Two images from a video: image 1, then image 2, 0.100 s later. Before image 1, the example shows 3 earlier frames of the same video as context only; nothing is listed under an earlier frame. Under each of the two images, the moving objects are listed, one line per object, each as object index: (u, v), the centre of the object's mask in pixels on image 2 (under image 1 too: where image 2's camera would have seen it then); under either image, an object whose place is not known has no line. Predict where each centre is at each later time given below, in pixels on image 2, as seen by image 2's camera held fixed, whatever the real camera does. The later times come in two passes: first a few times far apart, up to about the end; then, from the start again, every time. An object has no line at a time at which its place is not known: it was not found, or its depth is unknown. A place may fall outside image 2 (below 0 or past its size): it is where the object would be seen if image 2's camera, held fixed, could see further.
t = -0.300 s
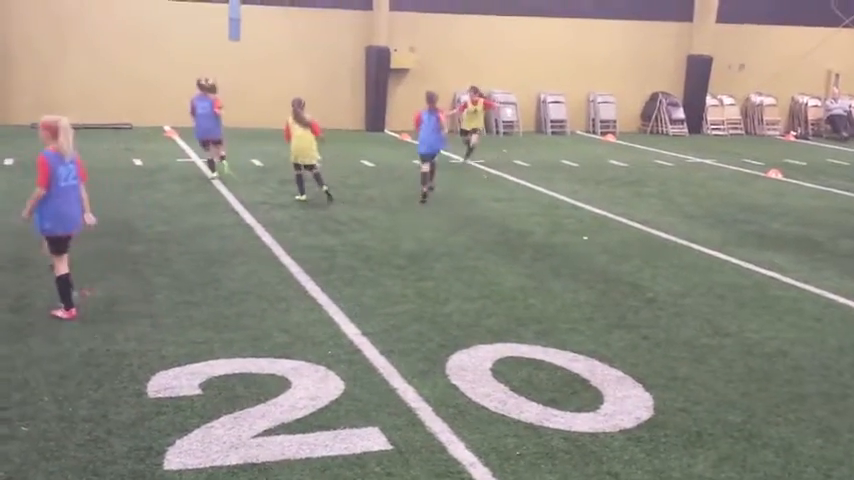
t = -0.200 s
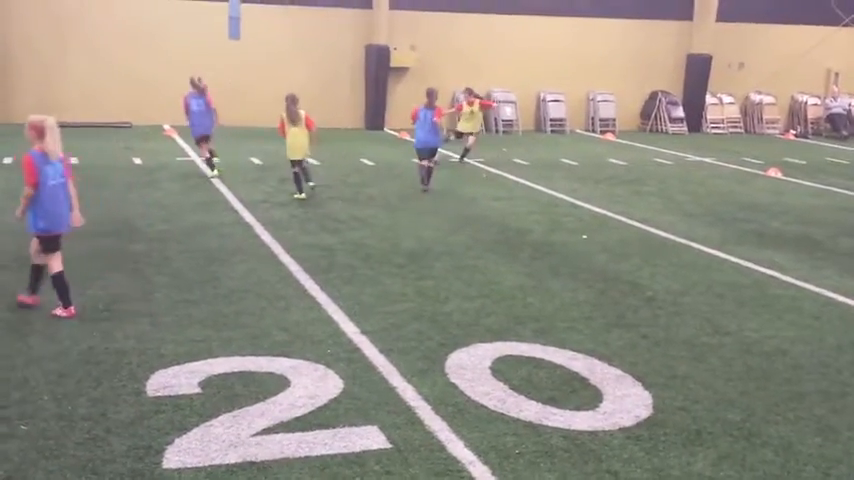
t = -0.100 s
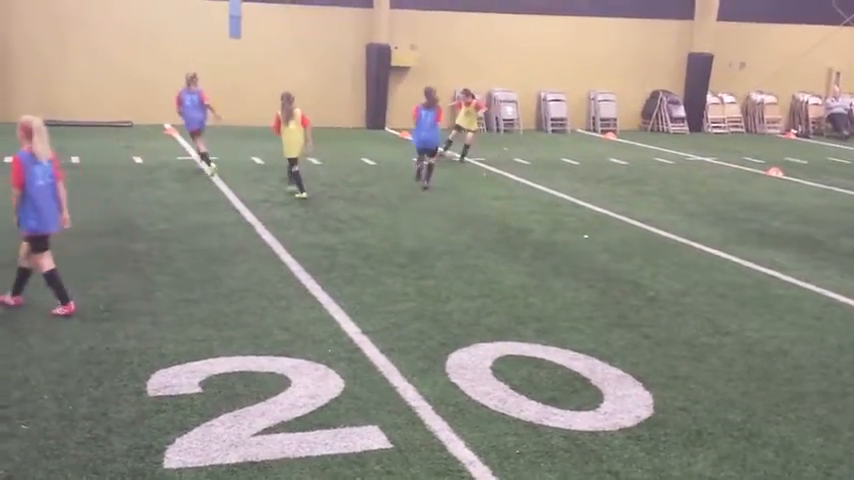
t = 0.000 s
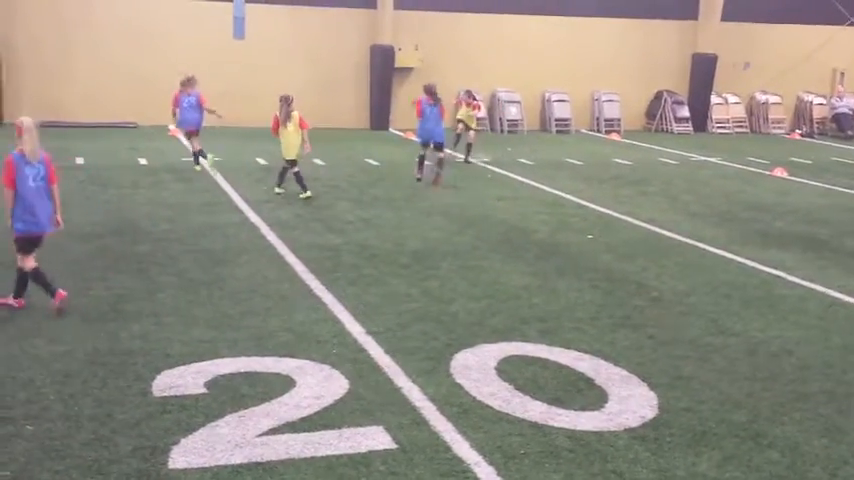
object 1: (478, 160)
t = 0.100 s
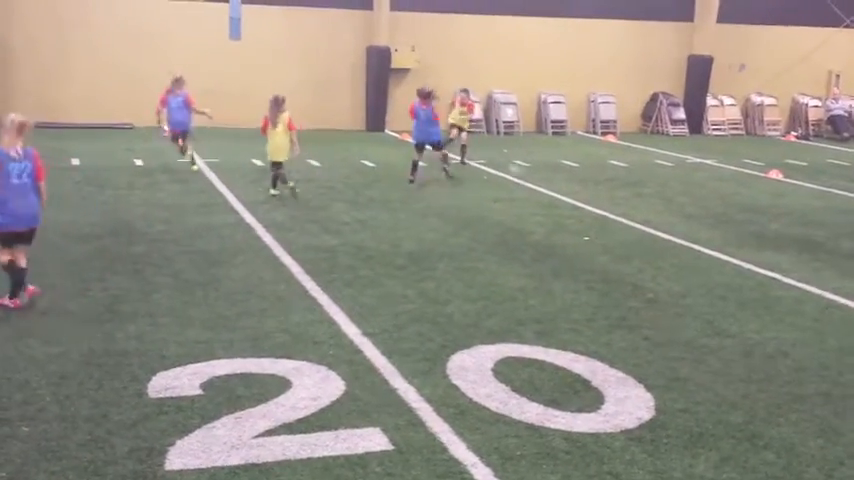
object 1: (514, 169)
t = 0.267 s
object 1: (572, 185)
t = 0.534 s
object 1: (664, 208)
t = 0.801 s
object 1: (758, 228)
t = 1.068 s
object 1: (865, 251)
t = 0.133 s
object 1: (529, 175)
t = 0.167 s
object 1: (539, 180)
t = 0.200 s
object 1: (549, 182)
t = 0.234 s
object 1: (561, 184)
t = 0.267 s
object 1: (572, 185)
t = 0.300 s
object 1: (585, 192)
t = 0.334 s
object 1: (596, 195)
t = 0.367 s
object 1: (608, 197)
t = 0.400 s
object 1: (620, 199)
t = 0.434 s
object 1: (630, 202)
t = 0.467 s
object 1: (642, 204)
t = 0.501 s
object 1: (653, 206)
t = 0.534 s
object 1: (664, 208)
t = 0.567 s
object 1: (676, 212)
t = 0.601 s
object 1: (687, 214)
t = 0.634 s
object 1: (698, 216)
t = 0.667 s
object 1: (710, 218)
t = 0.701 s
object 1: (721, 221)
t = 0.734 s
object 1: (733, 224)
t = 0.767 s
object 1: (745, 227)
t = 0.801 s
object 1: (758, 228)
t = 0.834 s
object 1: (769, 231)
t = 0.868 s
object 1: (783, 234)
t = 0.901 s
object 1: (795, 236)
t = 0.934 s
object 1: (808, 239)
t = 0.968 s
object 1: (822, 242)
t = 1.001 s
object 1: (837, 245)
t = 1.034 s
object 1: (850, 247)
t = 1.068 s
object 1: (865, 251)
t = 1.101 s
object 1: (879, 254)
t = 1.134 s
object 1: (895, 256)
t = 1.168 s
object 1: (910, 260)
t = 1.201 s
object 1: (925, 263)
